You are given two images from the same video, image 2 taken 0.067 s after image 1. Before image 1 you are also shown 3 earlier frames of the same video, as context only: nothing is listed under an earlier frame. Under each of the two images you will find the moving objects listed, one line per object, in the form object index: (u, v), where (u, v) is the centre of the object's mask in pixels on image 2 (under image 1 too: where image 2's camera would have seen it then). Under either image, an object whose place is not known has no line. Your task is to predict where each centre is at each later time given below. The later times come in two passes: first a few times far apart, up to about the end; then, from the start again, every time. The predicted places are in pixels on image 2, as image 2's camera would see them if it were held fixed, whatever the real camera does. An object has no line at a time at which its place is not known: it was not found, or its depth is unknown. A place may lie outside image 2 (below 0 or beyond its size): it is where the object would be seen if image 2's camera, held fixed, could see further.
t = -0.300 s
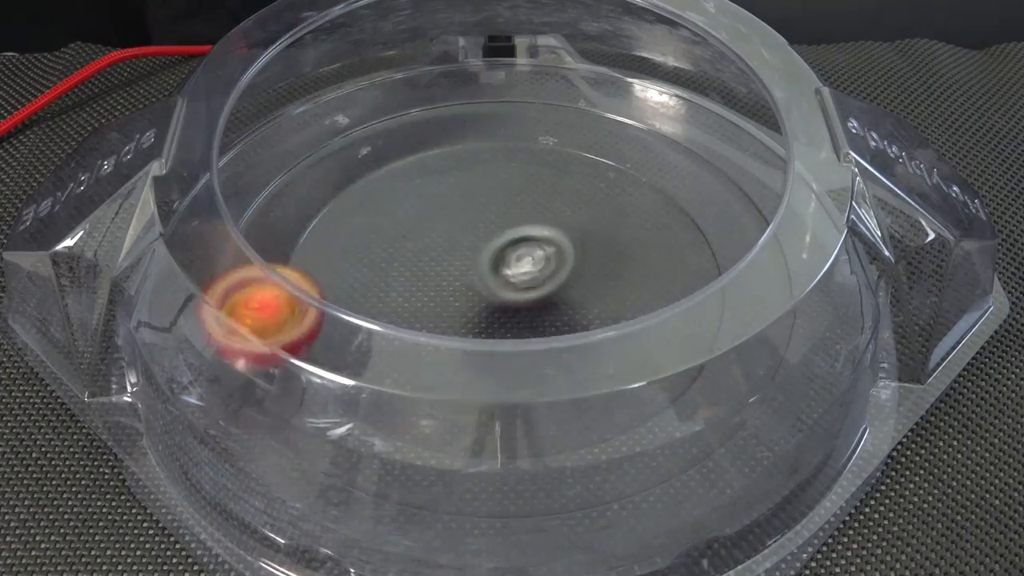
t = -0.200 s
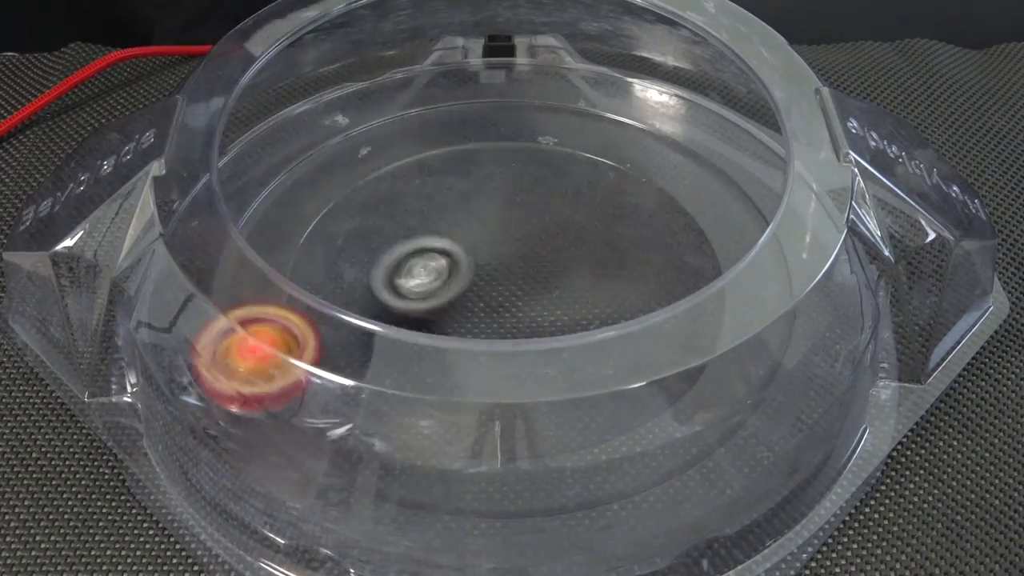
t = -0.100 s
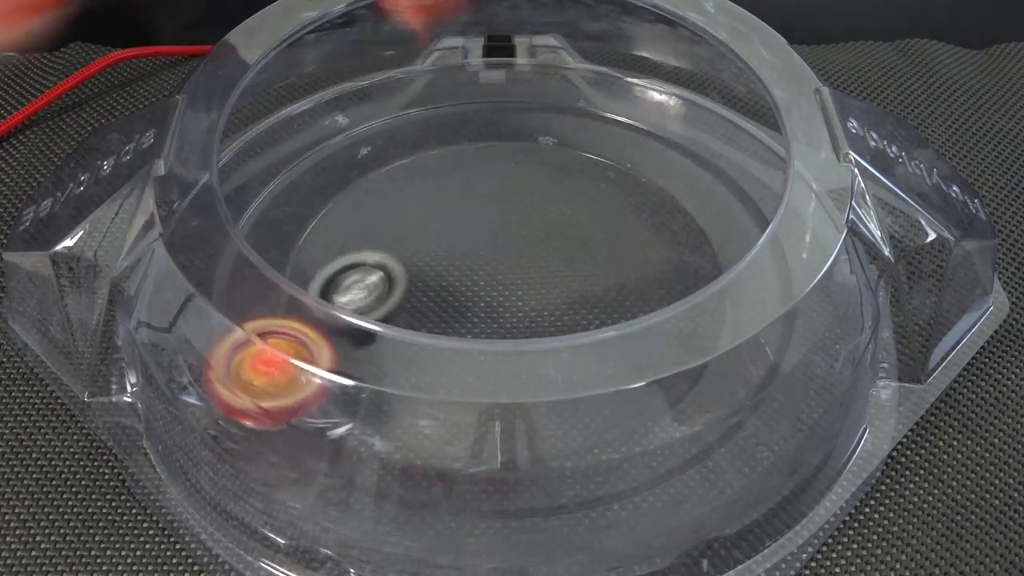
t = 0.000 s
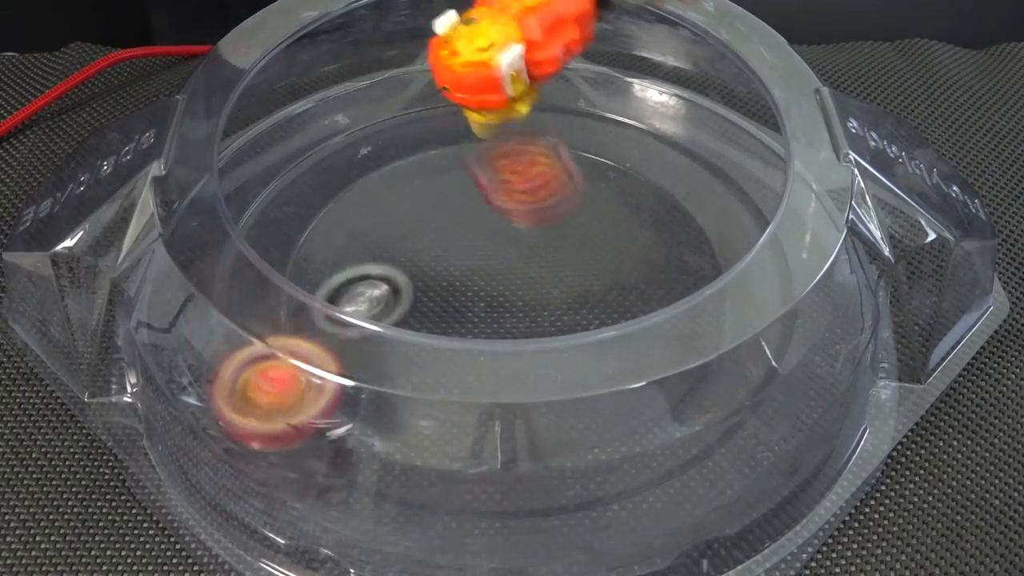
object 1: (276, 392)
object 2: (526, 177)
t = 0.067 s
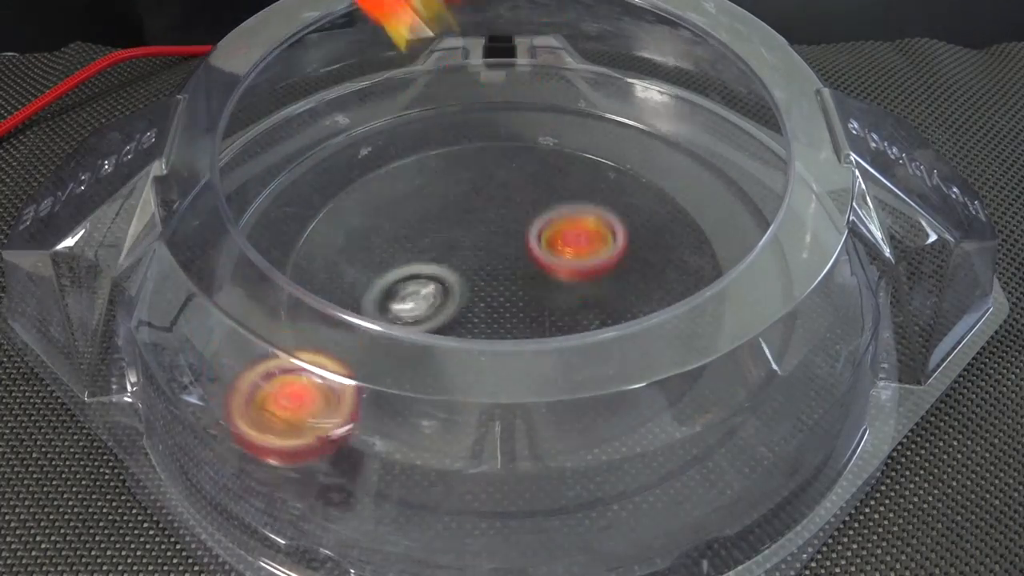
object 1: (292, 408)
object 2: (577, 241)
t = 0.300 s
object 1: (350, 424)
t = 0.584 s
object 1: (436, 415)
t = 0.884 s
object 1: (687, 266)
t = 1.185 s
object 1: (555, 82)
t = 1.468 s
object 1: (389, 97)
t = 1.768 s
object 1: (244, 200)
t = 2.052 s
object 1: (235, 333)
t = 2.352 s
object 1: (317, 410)
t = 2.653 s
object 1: (447, 443)
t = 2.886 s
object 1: (560, 430)
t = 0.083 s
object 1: (299, 410)
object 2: (577, 232)
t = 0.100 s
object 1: (305, 411)
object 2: (577, 226)
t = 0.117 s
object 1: (310, 413)
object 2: (576, 224)
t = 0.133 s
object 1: (315, 415)
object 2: (576, 225)
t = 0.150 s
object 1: (319, 416)
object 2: (576, 229)
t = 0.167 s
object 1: (322, 417)
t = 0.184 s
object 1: (325, 418)
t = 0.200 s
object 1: (329, 420)
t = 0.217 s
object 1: (332, 421)
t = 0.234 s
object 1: (335, 422)
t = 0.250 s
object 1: (339, 423)
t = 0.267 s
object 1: (342, 424)
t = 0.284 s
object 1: (346, 424)
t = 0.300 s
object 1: (350, 424)
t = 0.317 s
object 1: (354, 425)
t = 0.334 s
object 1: (359, 425)
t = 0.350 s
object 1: (363, 425)
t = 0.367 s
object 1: (368, 425)
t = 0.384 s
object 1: (373, 424)
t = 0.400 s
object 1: (378, 425)
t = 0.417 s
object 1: (382, 424)
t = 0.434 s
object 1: (388, 424)
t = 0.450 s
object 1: (392, 424)
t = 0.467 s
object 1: (397, 423)
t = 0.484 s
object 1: (401, 423)
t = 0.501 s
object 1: (406, 421)
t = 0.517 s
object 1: (412, 421)
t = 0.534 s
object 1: (416, 420)
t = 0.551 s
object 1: (423, 418)
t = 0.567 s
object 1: (428, 417)
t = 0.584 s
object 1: (436, 415)
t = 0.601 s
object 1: (443, 414)
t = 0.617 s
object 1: (455, 414)
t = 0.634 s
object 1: (465, 411)
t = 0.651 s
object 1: (479, 407)
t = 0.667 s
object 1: (493, 402)
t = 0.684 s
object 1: (508, 399)
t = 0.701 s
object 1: (523, 394)
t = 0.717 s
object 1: (541, 389)
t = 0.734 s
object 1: (560, 383)
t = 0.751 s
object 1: (581, 377)
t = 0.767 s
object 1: (598, 361)
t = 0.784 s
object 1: (615, 352)
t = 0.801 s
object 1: (633, 339)
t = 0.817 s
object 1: (648, 329)
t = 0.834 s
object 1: (663, 314)
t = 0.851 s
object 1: (672, 298)
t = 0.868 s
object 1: (681, 282)
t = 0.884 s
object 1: (687, 266)
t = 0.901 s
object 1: (688, 250)
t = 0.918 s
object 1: (693, 238)
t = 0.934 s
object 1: (694, 223)
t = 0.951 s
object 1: (691, 207)
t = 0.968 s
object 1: (686, 191)
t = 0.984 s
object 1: (678, 175)
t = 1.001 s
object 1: (669, 160)
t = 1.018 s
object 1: (658, 147)
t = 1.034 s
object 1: (648, 135)
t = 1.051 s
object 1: (638, 124)
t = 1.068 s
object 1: (628, 115)
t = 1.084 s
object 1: (620, 107)
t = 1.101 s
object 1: (610, 99)
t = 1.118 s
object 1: (601, 92)
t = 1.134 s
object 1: (592, 86)
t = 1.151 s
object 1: (581, 82)
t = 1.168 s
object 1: (568, 81)
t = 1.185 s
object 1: (555, 82)
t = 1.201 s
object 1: (540, 82)
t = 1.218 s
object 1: (527, 82)
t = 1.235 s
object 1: (515, 83)
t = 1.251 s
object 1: (503, 83)
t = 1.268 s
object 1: (492, 83)
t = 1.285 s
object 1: (482, 84)
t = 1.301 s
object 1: (473, 84)
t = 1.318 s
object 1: (463, 84)
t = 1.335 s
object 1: (455, 85)
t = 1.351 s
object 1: (446, 86)
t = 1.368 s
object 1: (439, 87)
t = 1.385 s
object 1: (431, 88)
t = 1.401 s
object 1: (423, 89)
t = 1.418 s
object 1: (415, 90)
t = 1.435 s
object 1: (407, 92)
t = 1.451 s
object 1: (399, 94)
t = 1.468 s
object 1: (389, 97)
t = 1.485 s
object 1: (380, 100)
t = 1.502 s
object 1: (371, 103)
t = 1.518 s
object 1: (361, 108)
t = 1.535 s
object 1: (352, 111)
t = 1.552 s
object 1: (343, 116)
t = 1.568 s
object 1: (334, 120)
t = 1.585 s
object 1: (324, 125)
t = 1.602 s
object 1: (315, 130)
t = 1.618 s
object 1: (306, 137)
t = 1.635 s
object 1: (297, 144)
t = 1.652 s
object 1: (288, 151)
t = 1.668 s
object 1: (280, 158)
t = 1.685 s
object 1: (273, 164)
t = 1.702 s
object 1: (268, 171)
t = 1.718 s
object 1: (265, 177)
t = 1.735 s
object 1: (258, 184)
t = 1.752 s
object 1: (250, 193)
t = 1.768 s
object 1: (244, 200)
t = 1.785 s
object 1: (240, 208)
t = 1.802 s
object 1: (236, 217)
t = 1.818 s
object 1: (231, 227)
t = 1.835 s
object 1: (227, 234)
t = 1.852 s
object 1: (225, 243)
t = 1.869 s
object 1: (224, 250)
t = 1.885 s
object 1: (222, 259)
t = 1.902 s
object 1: (214, 271)
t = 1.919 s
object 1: (221, 275)
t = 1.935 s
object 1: (217, 285)
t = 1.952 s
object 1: (223, 290)
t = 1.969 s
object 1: (222, 297)
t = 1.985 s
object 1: (225, 307)
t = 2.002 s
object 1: (228, 314)
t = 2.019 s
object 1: (230, 320)
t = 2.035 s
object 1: (233, 327)
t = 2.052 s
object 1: (235, 333)
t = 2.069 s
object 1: (238, 339)
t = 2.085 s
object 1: (241, 345)
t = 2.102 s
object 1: (245, 350)
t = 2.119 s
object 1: (249, 355)
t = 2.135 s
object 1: (252, 360)
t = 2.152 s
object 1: (256, 365)
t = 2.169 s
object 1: (260, 369)
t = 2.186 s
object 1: (264, 373)
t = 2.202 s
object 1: (269, 377)
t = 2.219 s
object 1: (273, 382)
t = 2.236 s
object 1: (279, 386)
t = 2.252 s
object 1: (285, 390)
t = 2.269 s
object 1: (290, 393)
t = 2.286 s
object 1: (295, 397)
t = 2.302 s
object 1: (299, 401)
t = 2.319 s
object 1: (305, 404)
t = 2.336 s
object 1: (310, 407)
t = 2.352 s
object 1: (317, 410)
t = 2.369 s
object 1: (323, 413)
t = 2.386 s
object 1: (330, 417)
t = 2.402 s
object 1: (336, 420)
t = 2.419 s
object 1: (343, 423)
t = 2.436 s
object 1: (350, 425)
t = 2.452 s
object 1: (357, 427)
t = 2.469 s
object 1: (363, 429)
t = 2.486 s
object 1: (370, 431)
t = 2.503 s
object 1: (379, 433)
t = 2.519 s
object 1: (386, 435)
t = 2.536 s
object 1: (394, 437)
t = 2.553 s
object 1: (402, 439)
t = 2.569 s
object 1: (409, 440)
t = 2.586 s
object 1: (416, 440)
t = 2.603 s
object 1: (423, 441)
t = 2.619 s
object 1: (431, 442)
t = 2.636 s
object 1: (439, 443)
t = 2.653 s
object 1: (447, 443)
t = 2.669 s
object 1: (456, 443)
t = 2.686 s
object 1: (463, 443)
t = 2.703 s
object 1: (471, 443)
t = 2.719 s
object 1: (479, 443)
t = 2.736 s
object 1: (487, 442)
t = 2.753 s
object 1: (495, 442)
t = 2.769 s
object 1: (504, 441)
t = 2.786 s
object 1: (512, 440)
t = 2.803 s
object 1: (520, 438)
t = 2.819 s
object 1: (528, 437)
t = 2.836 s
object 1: (535, 435)
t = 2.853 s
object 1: (544, 433)
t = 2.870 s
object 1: (553, 431)
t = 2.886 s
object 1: (560, 430)
